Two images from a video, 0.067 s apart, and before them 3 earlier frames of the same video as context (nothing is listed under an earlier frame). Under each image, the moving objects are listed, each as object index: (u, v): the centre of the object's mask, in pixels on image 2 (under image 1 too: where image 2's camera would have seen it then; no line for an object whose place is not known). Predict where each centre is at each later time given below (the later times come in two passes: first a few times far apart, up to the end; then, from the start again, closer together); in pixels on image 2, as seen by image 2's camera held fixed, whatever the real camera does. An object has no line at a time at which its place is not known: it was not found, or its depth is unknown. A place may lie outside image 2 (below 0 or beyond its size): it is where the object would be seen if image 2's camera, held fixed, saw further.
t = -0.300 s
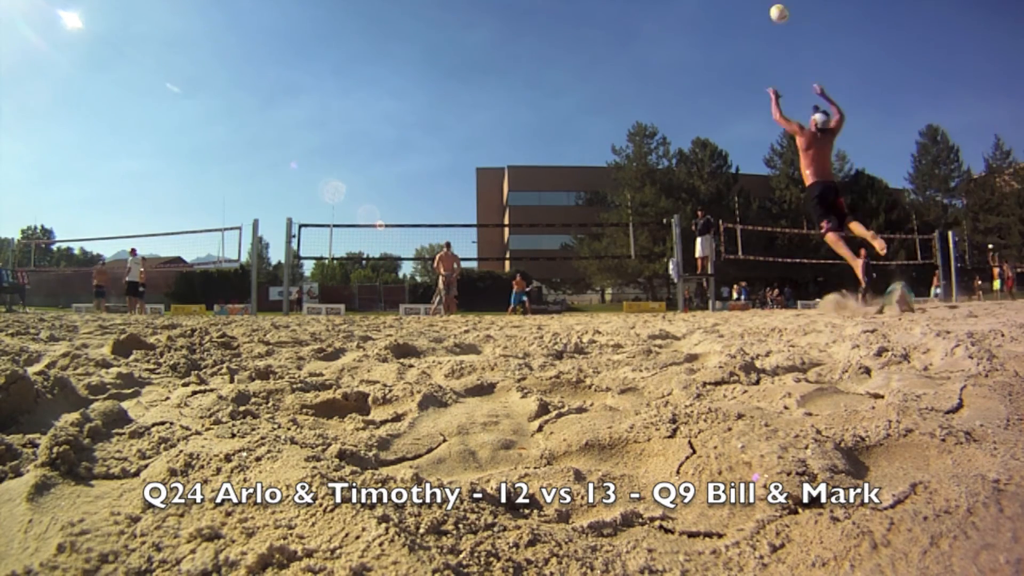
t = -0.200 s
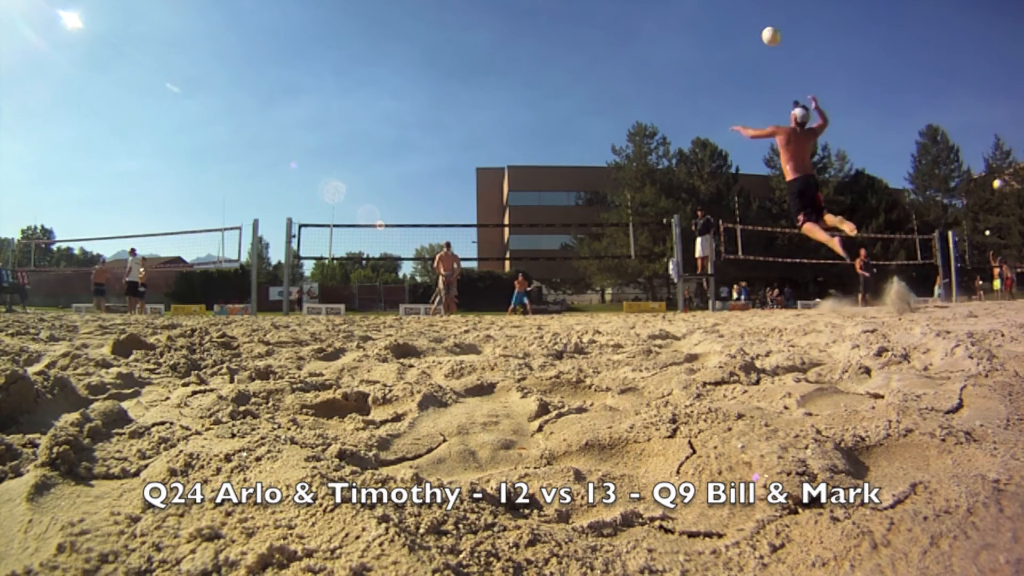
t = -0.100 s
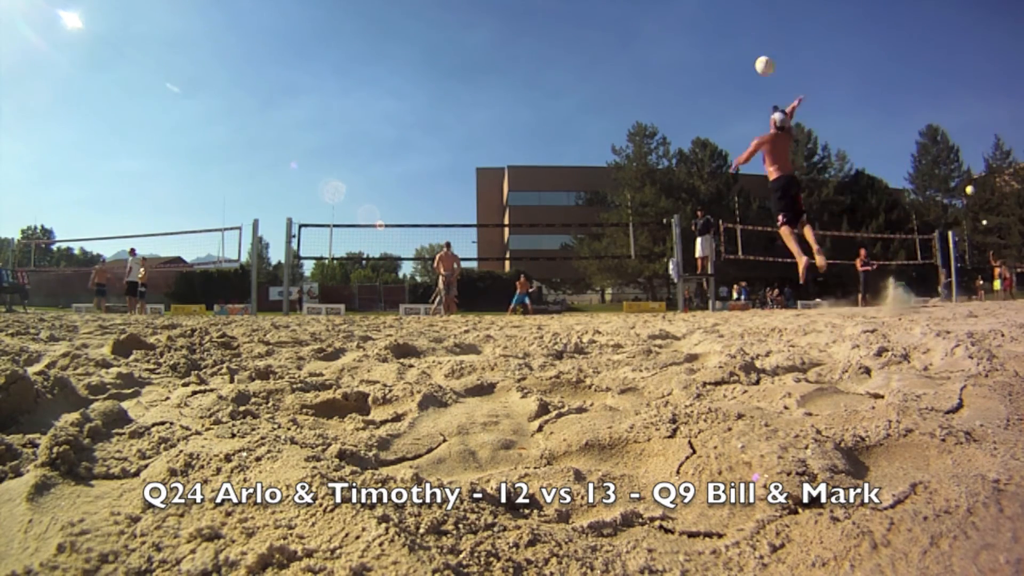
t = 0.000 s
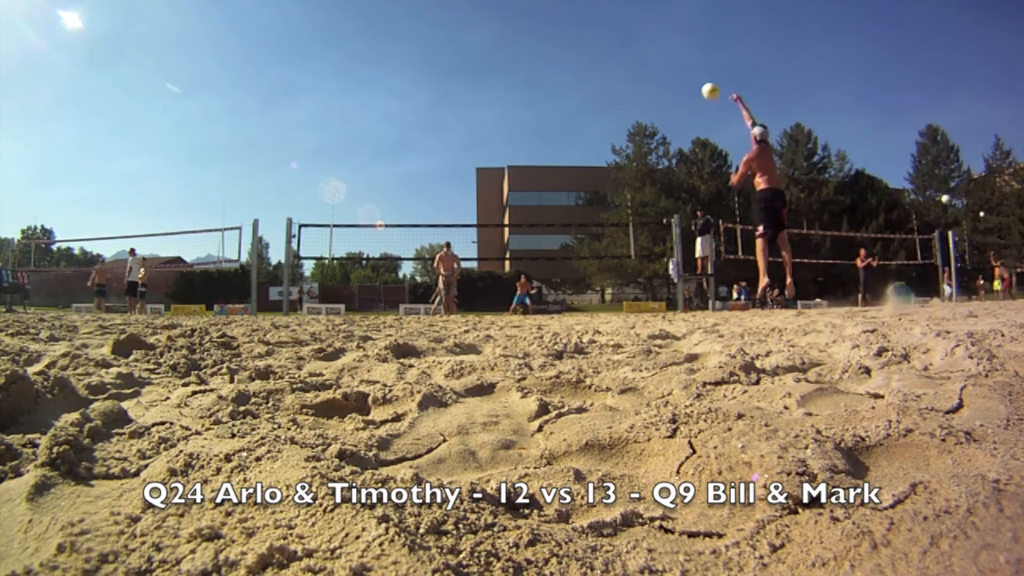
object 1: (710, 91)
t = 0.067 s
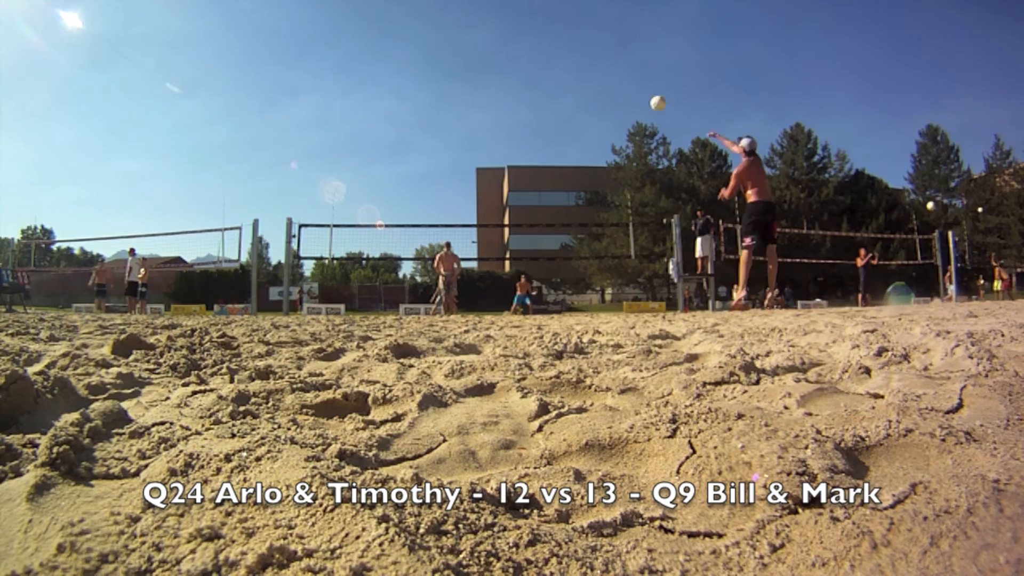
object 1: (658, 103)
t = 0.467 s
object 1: (498, 186)
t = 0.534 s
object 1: (484, 200)
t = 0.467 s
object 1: (498, 186)
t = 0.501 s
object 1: (491, 193)
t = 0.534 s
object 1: (484, 200)
